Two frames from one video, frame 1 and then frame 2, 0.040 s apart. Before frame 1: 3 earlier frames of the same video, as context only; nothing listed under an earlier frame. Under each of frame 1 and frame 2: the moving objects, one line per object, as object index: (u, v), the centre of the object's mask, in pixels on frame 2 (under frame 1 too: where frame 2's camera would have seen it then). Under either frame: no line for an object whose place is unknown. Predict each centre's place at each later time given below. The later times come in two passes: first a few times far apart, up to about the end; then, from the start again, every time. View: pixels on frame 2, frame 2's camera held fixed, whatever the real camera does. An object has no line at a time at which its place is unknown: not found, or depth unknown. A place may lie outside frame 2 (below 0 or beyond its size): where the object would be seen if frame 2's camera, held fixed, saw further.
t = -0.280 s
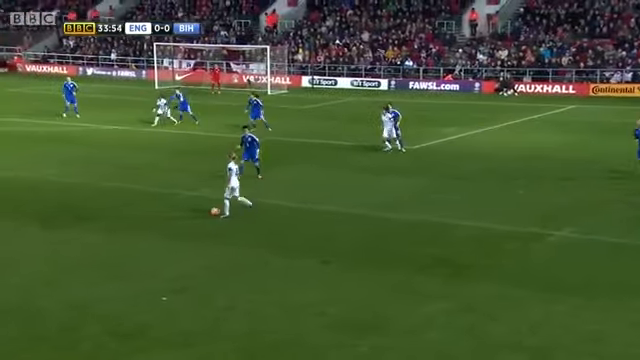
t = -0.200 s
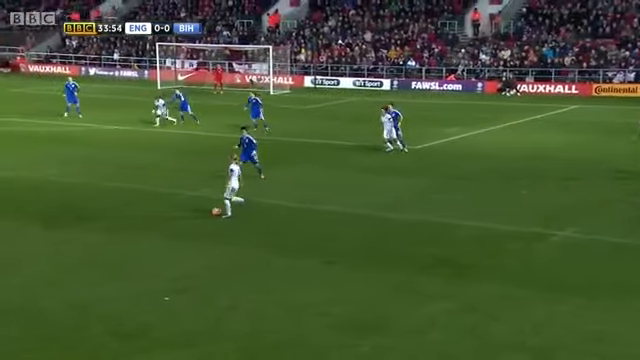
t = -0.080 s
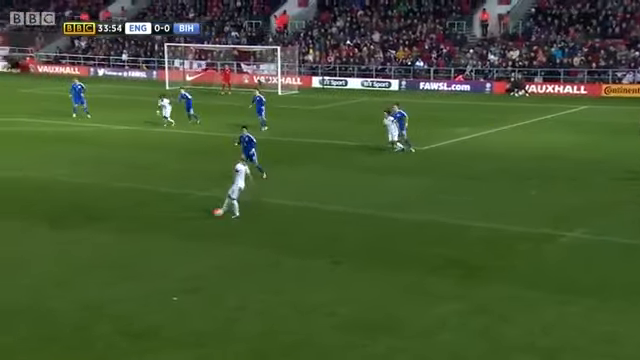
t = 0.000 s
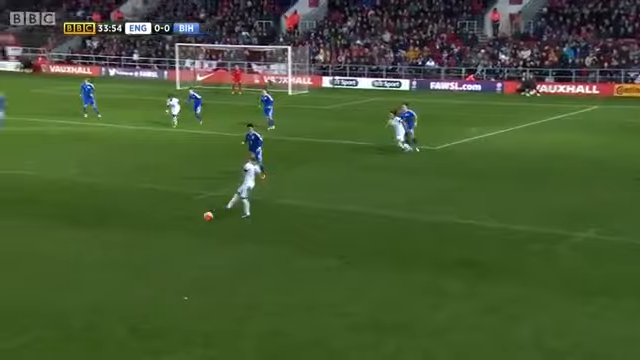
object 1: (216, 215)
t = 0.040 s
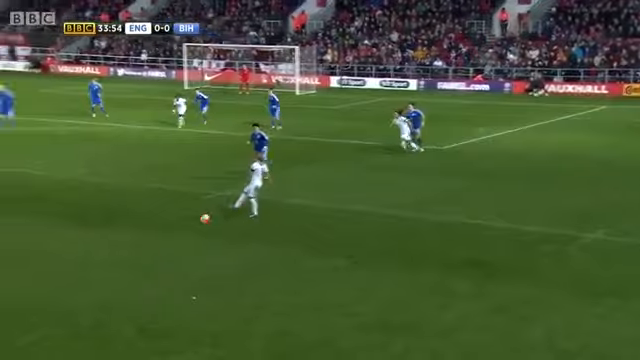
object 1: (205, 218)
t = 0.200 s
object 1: (164, 228)
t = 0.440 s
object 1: (105, 241)
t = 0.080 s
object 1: (195, 220)
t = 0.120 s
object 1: (184, 223)
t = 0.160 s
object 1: (173, 225)
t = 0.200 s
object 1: (164, 228)
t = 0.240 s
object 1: (154, 229)
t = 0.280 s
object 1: (144, 231)
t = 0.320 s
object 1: (134, 234)
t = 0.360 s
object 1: (124, 236)
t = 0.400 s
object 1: (115, 238)
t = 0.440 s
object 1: (105, 241)
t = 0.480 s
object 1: (95, 243)
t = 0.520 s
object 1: (86, 244)
